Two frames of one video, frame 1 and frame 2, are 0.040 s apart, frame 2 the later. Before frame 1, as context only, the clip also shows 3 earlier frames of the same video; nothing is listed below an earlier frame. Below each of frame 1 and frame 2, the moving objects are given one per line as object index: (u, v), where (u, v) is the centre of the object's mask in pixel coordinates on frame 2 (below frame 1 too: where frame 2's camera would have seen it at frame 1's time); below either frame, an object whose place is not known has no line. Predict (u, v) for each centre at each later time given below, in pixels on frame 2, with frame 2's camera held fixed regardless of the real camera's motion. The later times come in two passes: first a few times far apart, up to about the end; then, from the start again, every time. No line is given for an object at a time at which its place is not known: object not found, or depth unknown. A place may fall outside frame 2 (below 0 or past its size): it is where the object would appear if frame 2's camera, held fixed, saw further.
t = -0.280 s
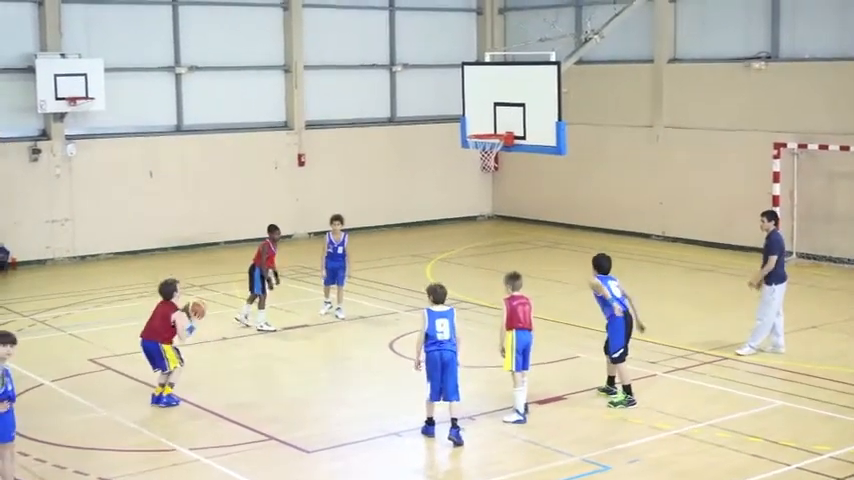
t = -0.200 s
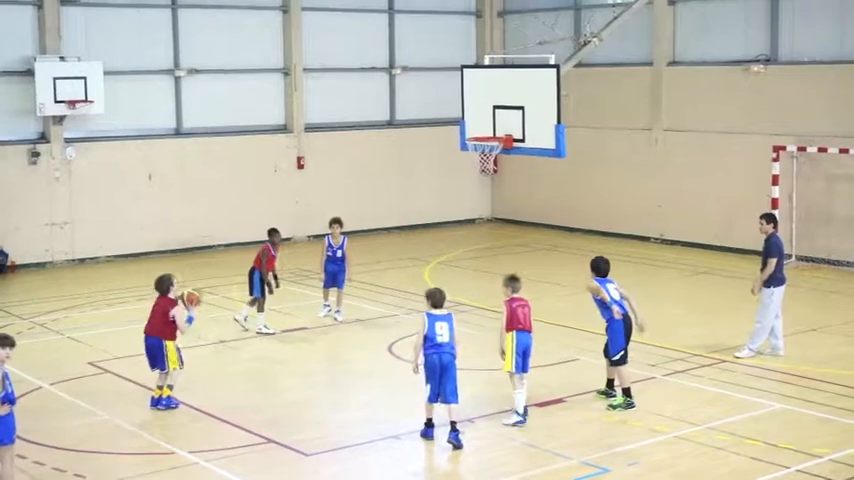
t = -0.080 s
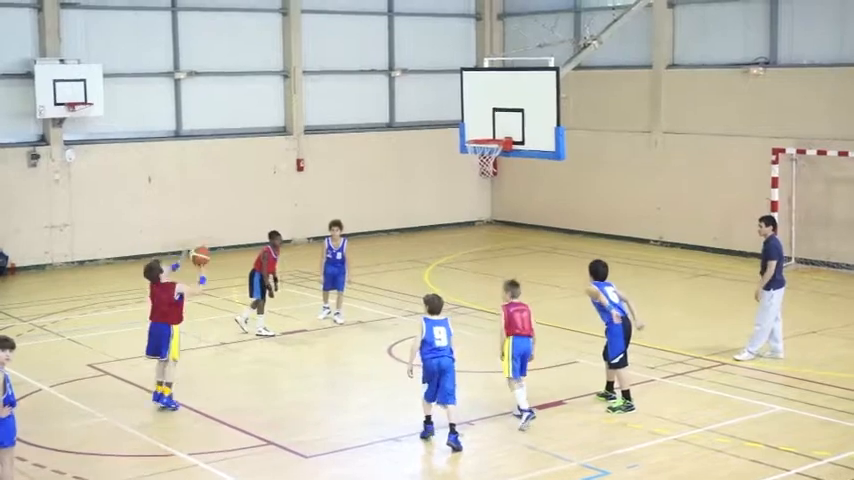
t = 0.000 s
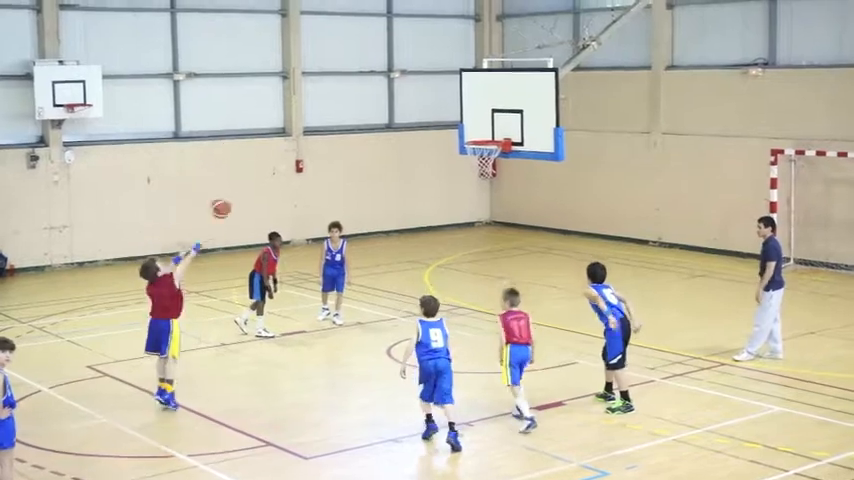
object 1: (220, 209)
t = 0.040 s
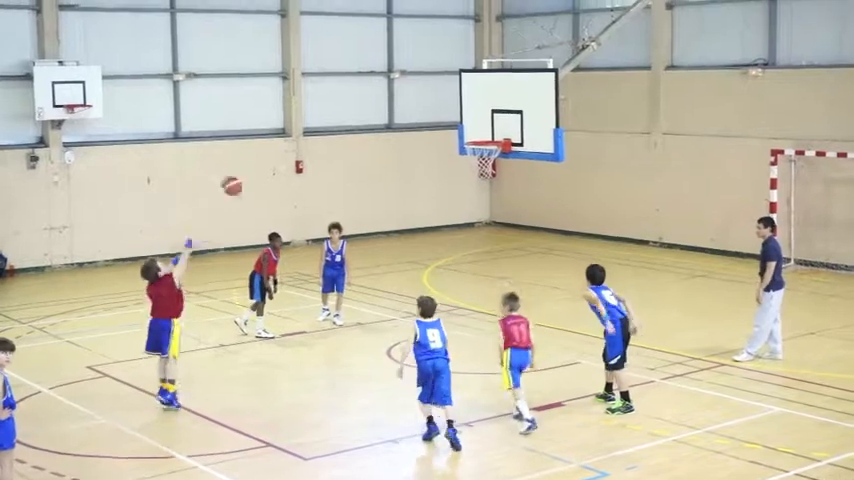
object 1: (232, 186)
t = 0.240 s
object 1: (288, 97)
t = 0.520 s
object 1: (364, 42)
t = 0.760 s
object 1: (423, 49)
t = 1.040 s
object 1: (486, 114)
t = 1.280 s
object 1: (457, 99)
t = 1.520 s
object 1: (417, 92)
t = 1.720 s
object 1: (382, 123)
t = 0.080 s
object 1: (243, 165)
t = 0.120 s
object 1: (255, 146)
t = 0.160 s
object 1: (265, 128)
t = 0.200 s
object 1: (277, 112)
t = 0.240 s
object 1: (288, 97)
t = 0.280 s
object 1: (299, 84)
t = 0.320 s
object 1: (311, 74)
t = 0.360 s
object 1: (322, 65)
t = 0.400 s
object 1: (333, 57)
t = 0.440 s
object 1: (344, 51)
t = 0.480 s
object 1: (355, 46)
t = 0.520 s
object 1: (364, 42)
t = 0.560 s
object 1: (374, 39)
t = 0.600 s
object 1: (383, 39)
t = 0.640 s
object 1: (394, 40)
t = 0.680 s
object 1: (403, 41)
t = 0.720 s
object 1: (414, 44)
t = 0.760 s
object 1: (423, 49)
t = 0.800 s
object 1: (432, 55)
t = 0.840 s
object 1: (441, 62)
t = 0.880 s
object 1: (450, 70)
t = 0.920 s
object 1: (459, 80)
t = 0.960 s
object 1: (469, 90)
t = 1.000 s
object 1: (477, 102)
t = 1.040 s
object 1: (486, 114)
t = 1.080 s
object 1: (492, 128)
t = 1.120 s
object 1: (484, 127)
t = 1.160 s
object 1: (478, 119)
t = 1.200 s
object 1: (472, 111)
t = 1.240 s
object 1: (465, 104)
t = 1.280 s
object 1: (457, 99)
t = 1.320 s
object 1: (452, 94)
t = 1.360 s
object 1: (445, 92)
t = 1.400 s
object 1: (438, 90)
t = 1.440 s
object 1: (431, 90)
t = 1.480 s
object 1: (424, 90)
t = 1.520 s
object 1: (417, 92)
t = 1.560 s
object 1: (410, 96)
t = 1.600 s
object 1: (402, 101)
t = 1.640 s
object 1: (396, 107)
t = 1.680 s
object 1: (389, 115)
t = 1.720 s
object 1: (382, 123)
